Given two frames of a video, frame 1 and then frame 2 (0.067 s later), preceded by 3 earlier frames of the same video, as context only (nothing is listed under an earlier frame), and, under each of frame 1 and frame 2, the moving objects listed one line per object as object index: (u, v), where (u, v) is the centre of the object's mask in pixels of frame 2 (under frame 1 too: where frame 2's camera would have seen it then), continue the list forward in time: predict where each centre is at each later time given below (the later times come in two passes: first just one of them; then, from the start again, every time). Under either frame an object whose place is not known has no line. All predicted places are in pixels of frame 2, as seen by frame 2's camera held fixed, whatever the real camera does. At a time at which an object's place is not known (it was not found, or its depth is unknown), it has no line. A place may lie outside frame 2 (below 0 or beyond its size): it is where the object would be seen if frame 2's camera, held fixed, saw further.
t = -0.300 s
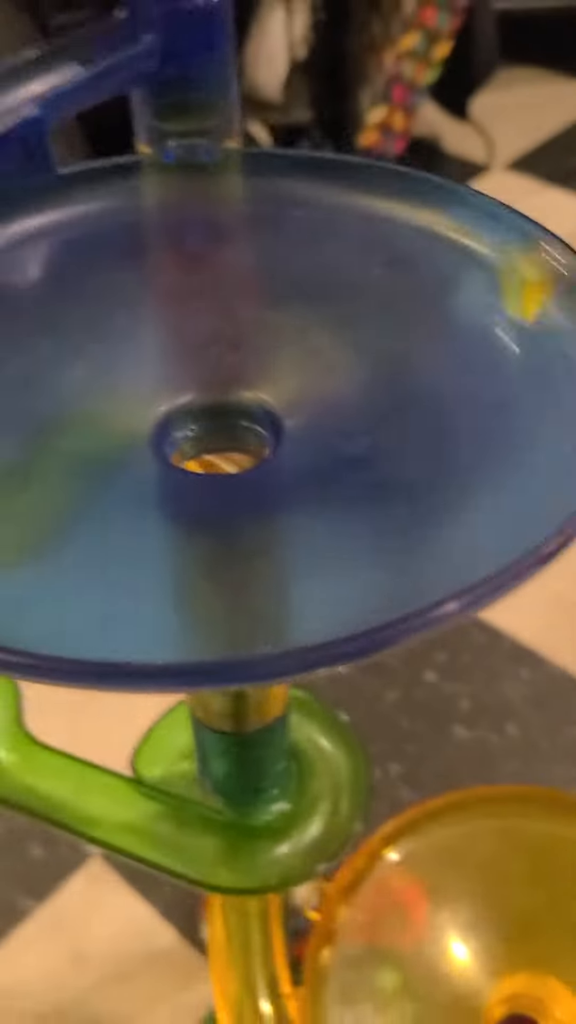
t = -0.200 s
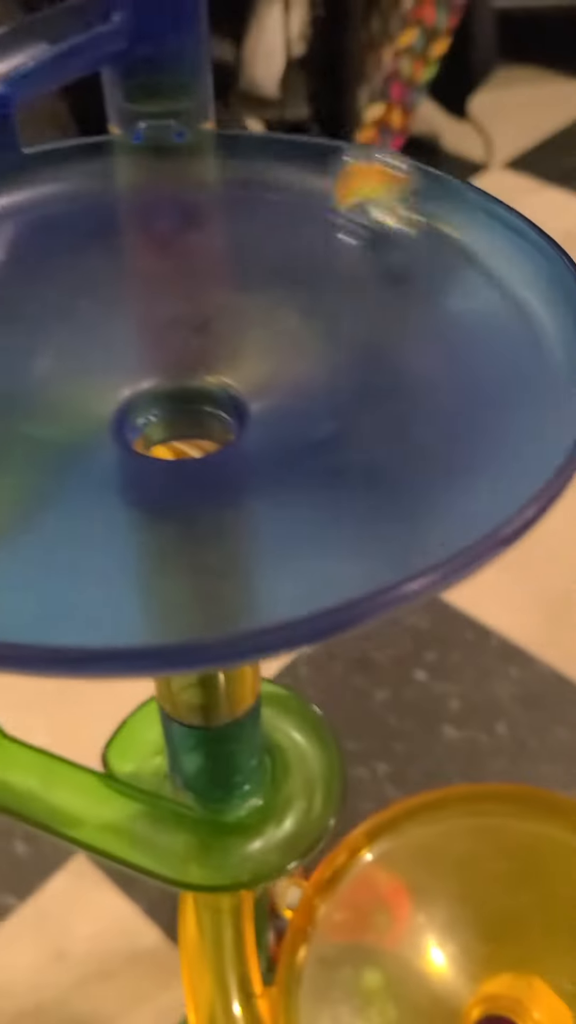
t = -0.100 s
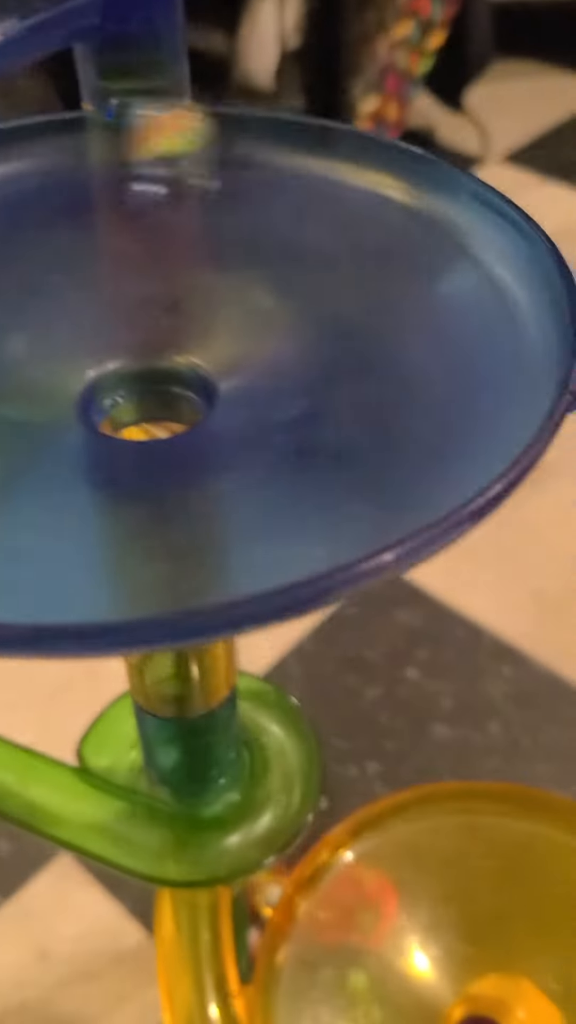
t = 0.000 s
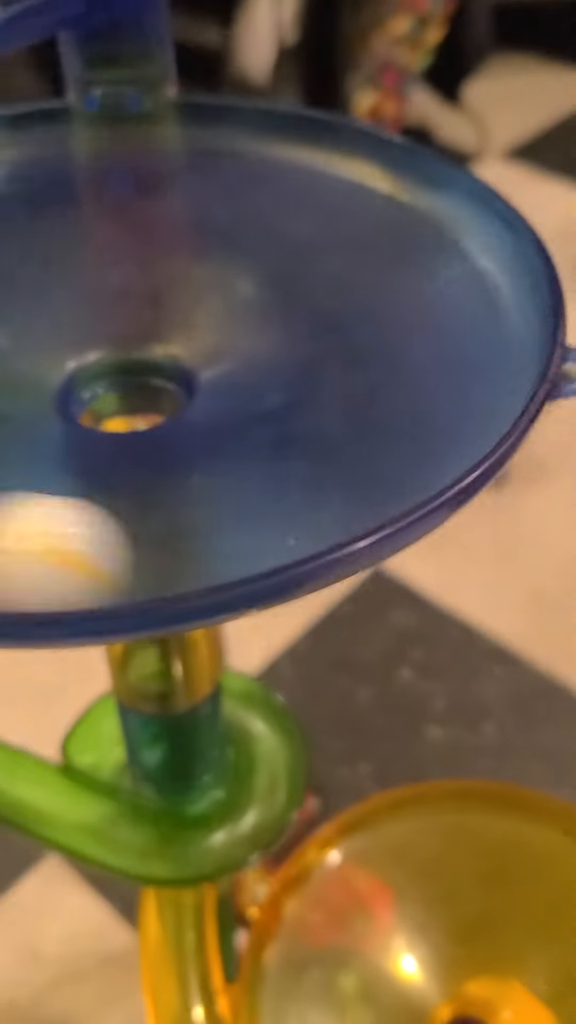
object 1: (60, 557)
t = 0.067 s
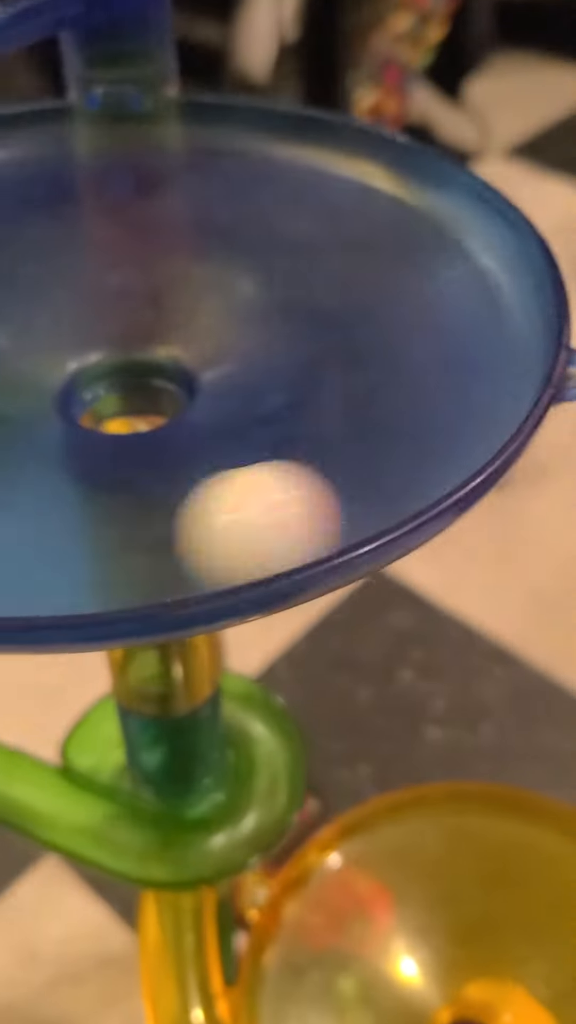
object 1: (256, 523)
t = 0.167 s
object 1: (468, 397)
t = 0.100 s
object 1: (348, 485)
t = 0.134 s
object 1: (421, 445)
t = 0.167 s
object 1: (468, 397)
